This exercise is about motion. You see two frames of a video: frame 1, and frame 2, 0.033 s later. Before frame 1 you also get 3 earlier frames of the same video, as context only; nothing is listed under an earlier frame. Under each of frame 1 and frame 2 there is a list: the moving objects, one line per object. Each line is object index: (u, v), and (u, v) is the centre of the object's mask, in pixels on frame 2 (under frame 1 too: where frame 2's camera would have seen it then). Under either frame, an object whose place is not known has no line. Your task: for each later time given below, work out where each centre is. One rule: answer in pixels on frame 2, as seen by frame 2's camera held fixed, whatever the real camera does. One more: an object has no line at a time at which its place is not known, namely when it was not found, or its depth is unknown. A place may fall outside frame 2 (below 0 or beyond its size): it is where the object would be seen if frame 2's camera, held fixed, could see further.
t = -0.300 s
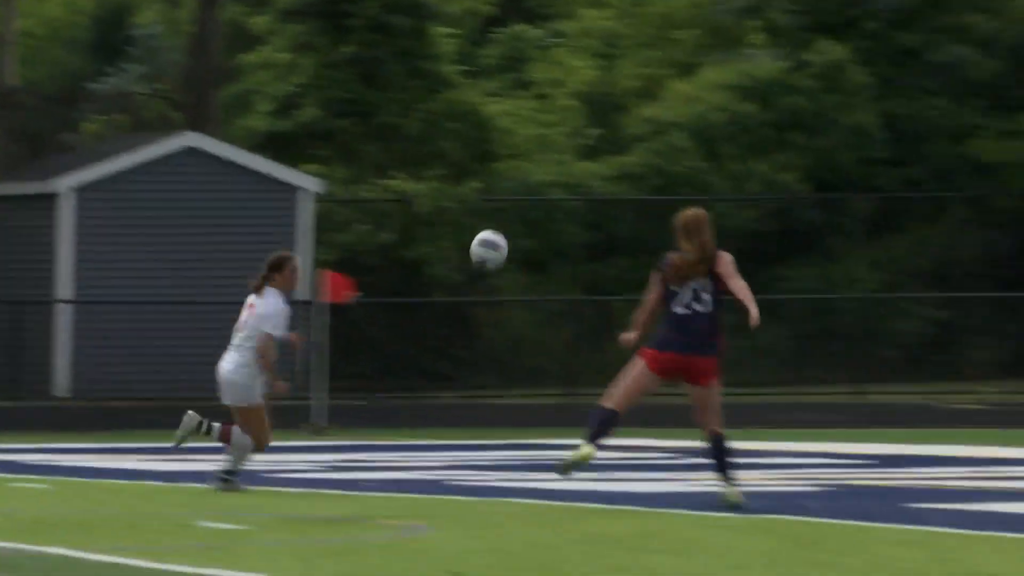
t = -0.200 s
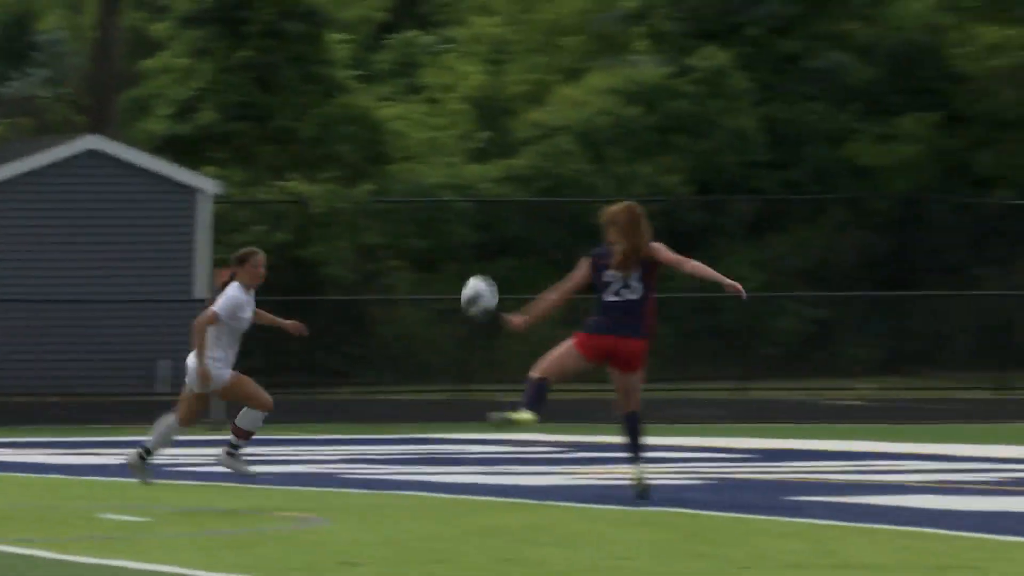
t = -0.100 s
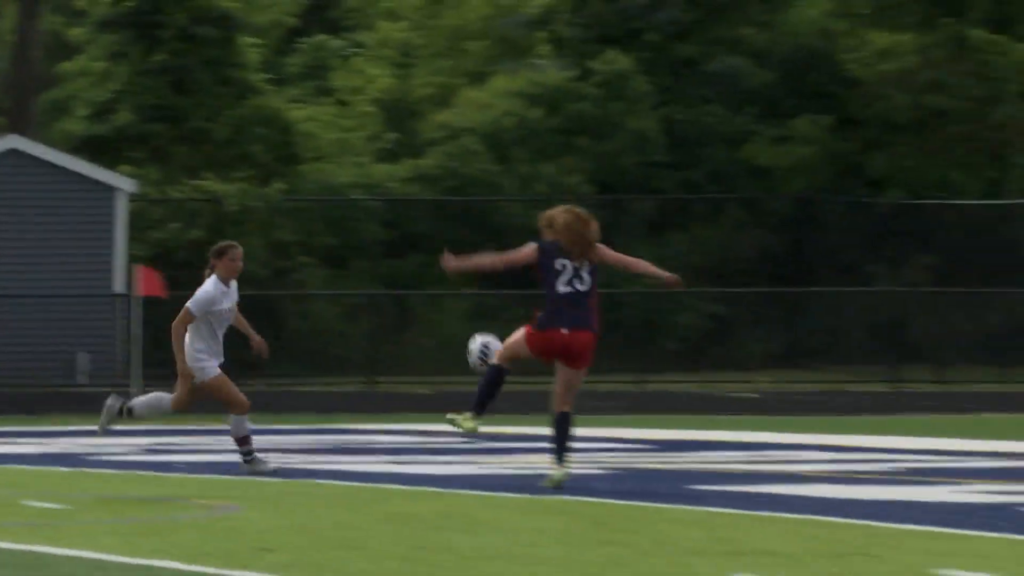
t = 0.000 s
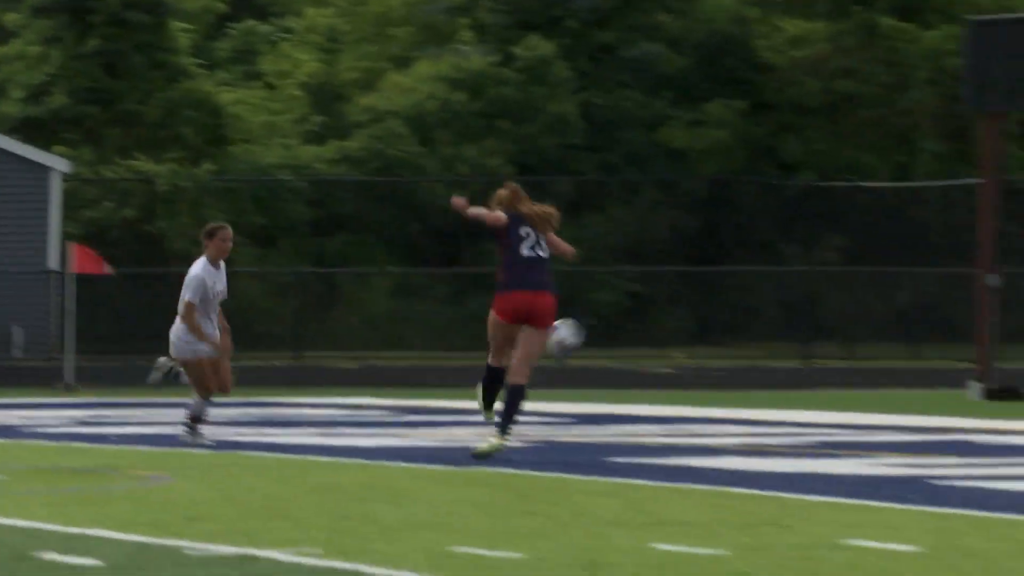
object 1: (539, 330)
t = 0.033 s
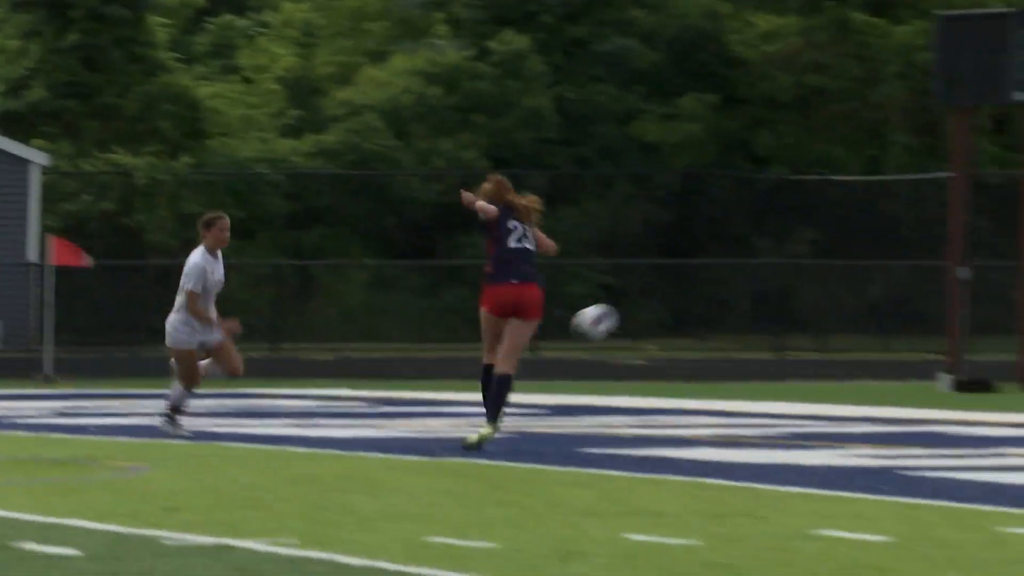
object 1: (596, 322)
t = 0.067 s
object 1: (655, 317)
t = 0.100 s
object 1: (713, 314)
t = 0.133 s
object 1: (772, 311)
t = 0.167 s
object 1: (830, 310)
